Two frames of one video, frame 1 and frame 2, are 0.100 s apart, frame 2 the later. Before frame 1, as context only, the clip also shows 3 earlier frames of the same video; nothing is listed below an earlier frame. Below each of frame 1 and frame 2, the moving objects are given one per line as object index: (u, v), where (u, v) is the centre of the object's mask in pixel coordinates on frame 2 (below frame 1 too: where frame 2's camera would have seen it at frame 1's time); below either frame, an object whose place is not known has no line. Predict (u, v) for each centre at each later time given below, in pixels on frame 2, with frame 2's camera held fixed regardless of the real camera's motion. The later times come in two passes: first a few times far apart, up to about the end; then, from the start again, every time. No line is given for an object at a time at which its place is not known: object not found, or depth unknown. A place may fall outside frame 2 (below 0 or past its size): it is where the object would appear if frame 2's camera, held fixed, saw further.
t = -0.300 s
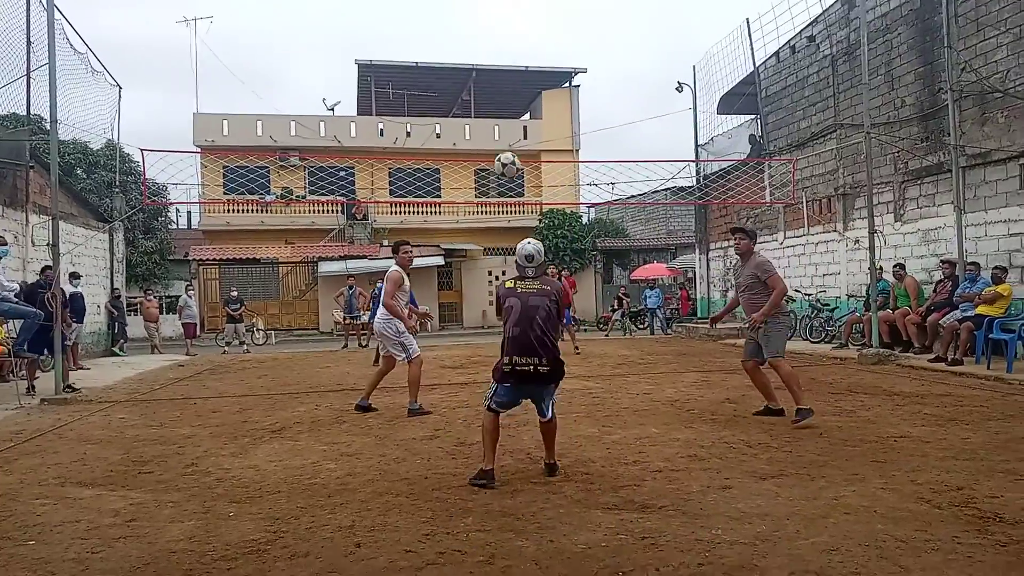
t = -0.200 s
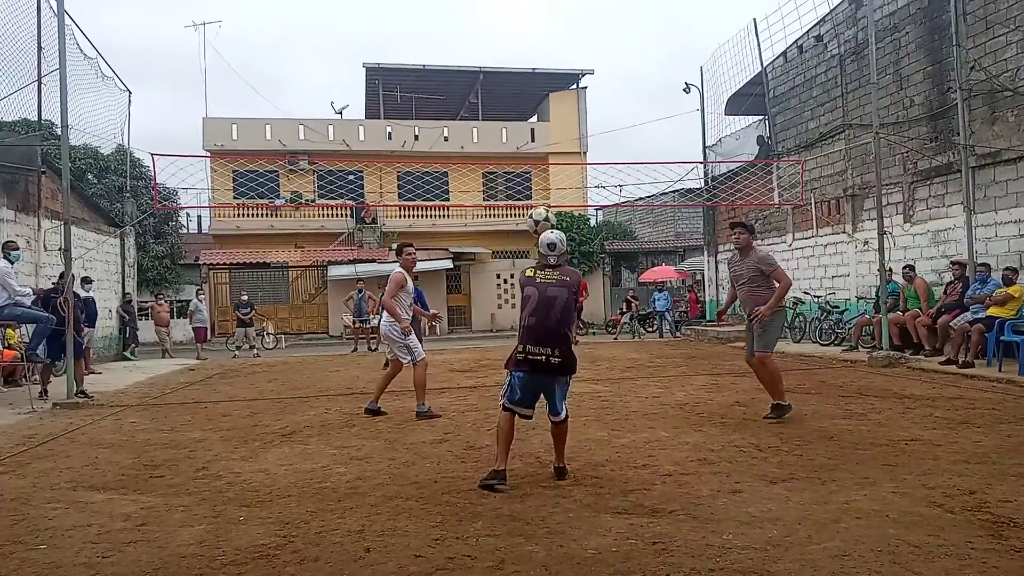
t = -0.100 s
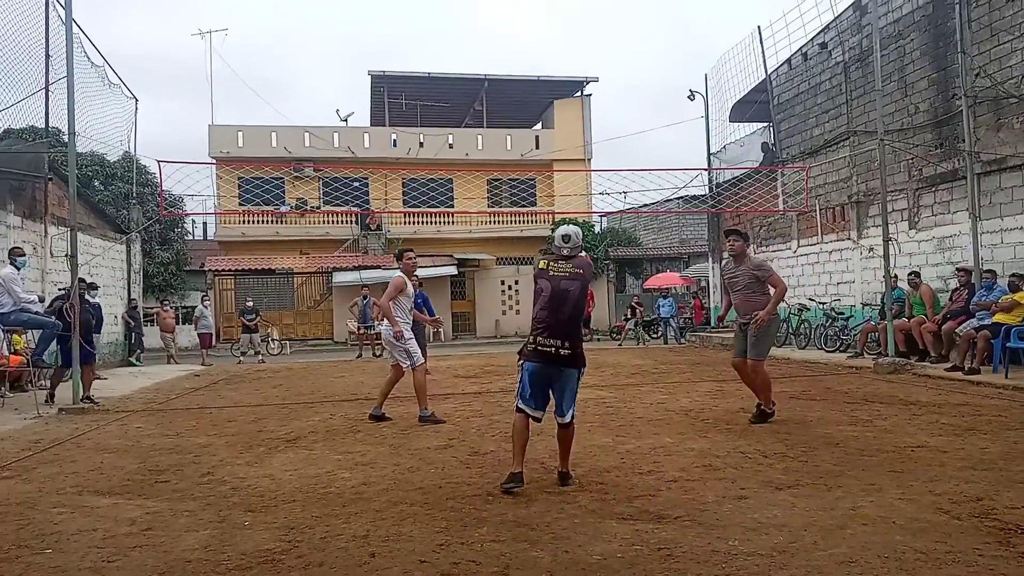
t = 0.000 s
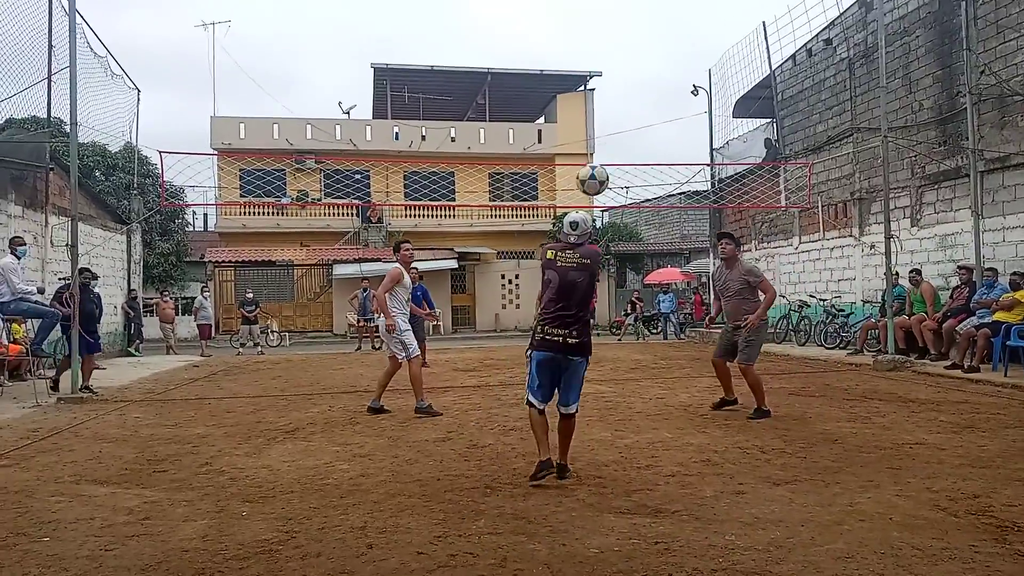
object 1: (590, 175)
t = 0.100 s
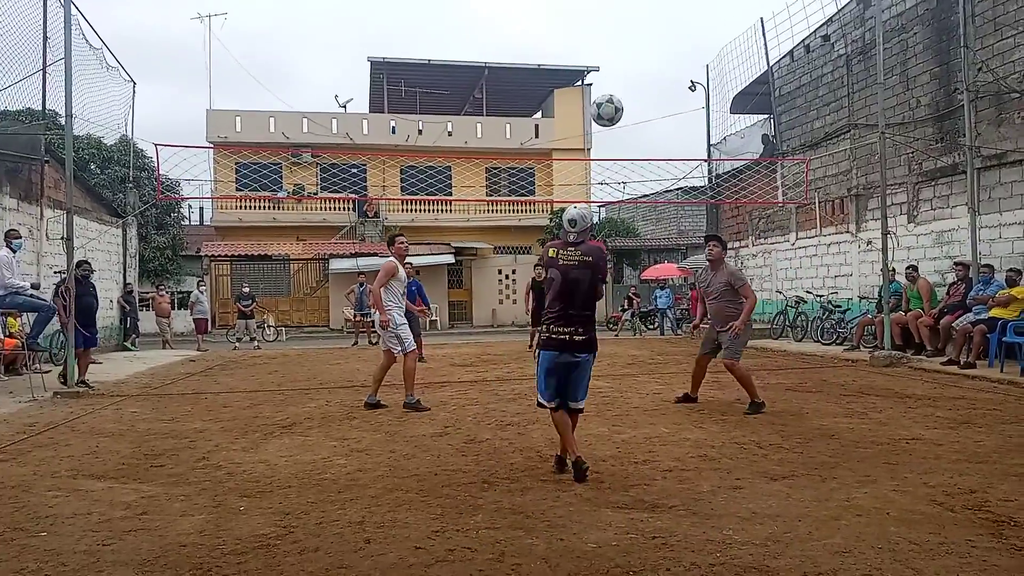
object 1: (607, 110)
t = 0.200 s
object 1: (623, 62)
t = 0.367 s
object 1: (653, 17)
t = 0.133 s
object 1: (612, 92)
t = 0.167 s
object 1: (618, 77)
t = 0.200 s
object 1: (623, 62)
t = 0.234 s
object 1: (629, 47)
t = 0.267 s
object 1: (635, 35)
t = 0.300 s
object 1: (642, 27)
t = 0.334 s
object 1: (647, 22)
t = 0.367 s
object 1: (653, 17)
